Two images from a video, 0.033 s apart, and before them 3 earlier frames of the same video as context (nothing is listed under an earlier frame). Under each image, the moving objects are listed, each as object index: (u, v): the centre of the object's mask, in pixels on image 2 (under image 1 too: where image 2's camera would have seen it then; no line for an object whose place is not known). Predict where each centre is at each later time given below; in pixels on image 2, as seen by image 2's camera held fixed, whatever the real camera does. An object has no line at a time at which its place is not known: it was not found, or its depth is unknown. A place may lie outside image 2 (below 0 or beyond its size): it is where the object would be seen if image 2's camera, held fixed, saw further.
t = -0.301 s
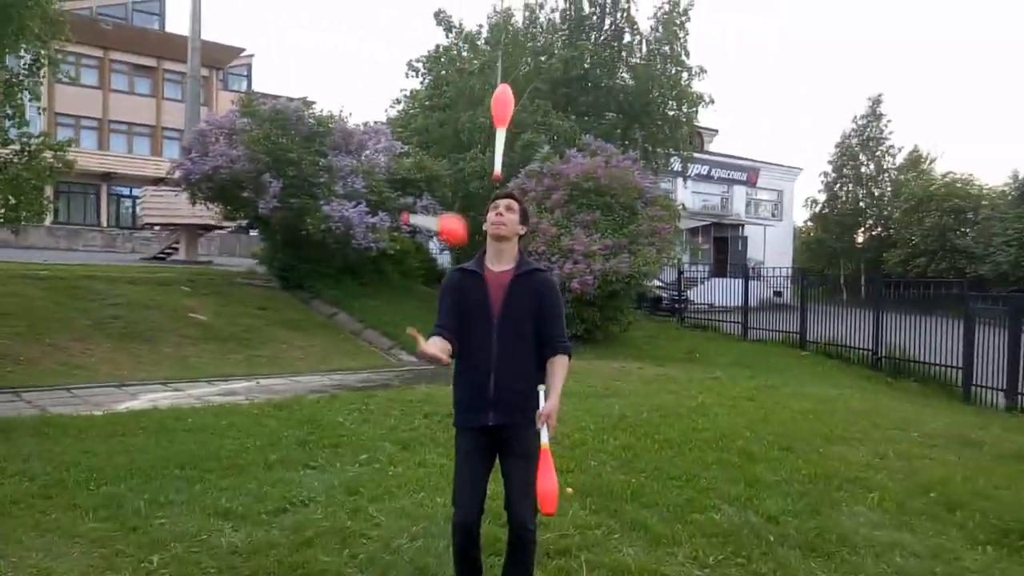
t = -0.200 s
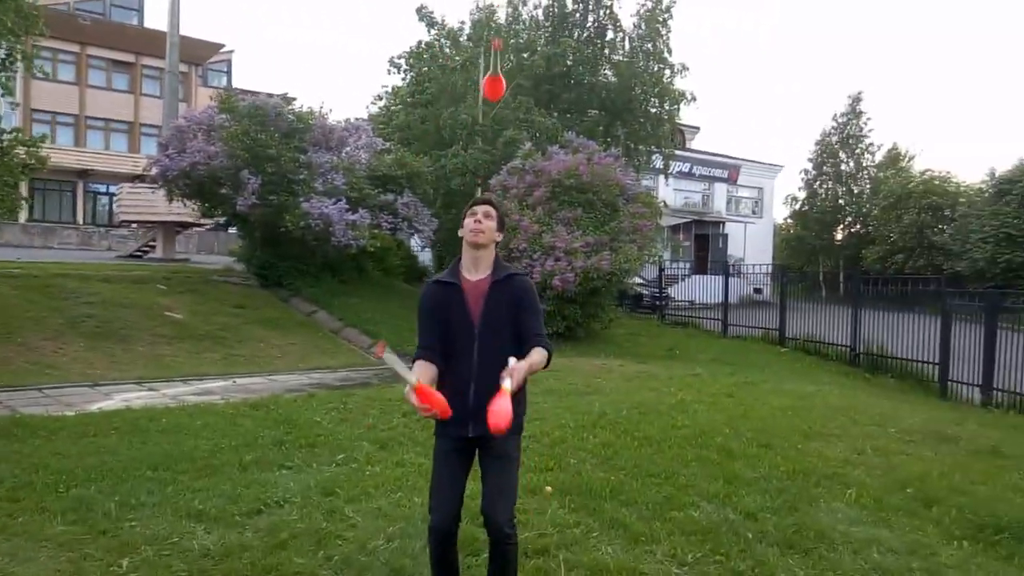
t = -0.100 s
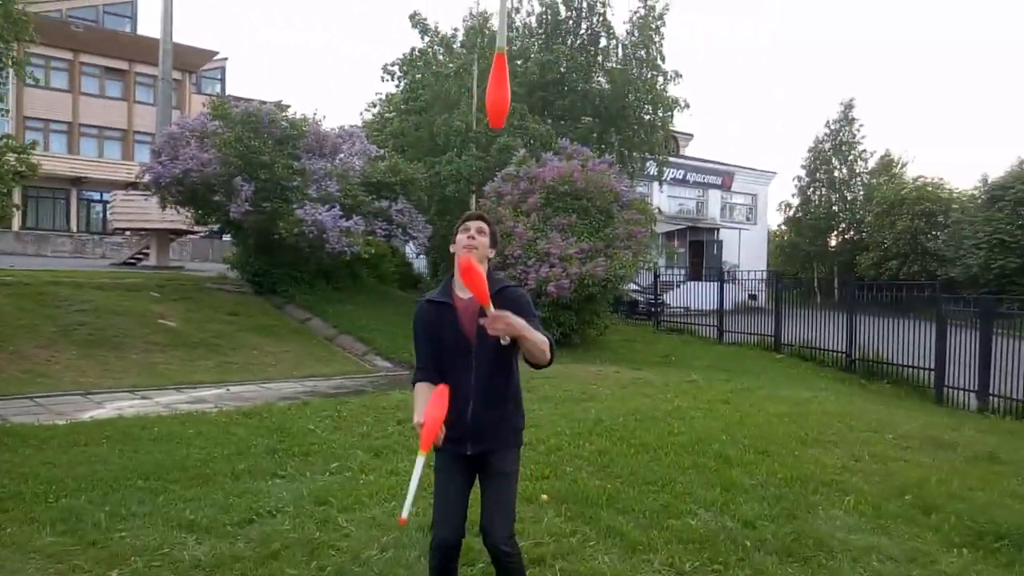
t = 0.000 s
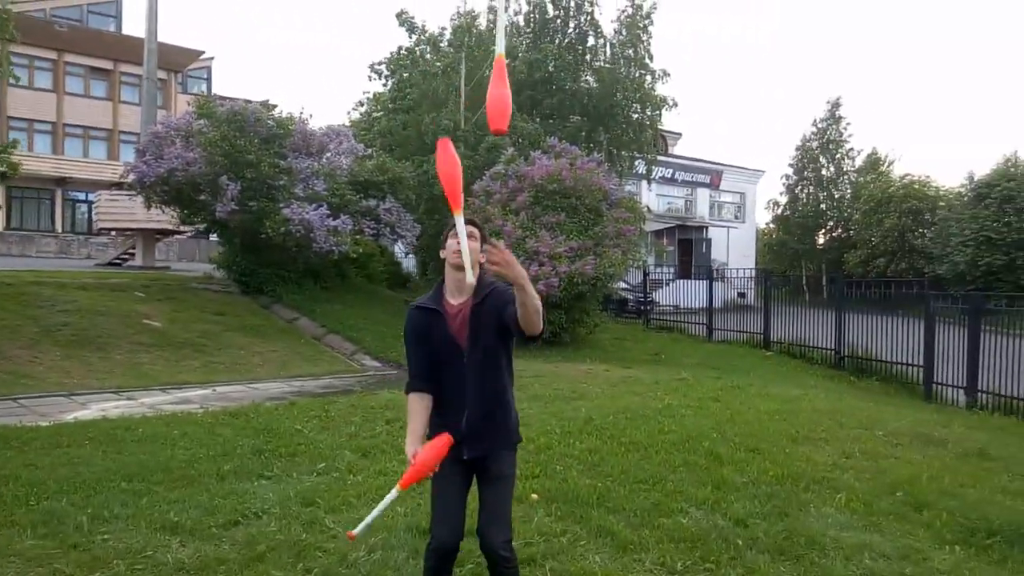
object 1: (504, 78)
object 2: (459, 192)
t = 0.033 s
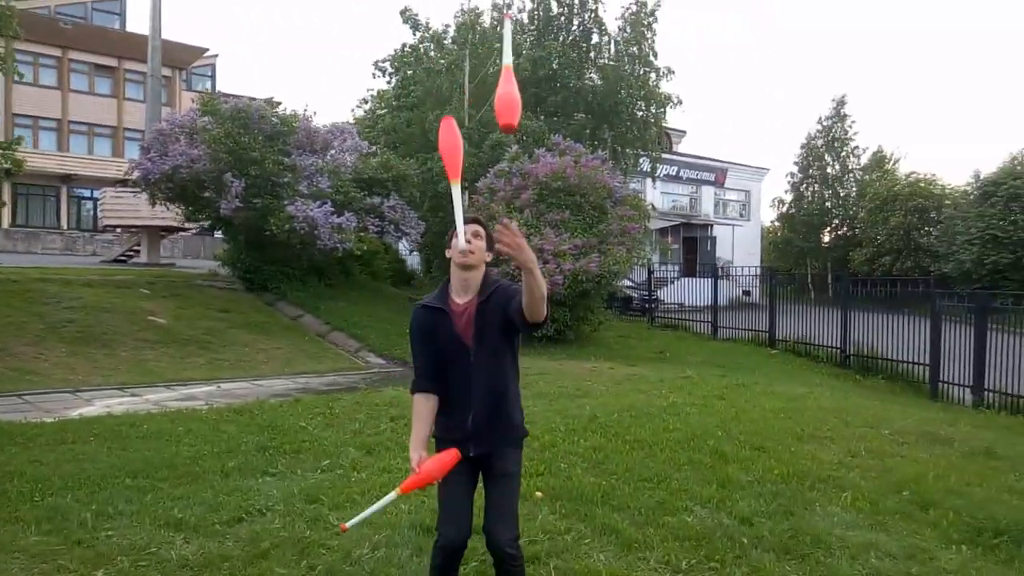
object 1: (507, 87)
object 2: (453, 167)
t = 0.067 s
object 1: (514, 101)
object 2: (451, 151)
